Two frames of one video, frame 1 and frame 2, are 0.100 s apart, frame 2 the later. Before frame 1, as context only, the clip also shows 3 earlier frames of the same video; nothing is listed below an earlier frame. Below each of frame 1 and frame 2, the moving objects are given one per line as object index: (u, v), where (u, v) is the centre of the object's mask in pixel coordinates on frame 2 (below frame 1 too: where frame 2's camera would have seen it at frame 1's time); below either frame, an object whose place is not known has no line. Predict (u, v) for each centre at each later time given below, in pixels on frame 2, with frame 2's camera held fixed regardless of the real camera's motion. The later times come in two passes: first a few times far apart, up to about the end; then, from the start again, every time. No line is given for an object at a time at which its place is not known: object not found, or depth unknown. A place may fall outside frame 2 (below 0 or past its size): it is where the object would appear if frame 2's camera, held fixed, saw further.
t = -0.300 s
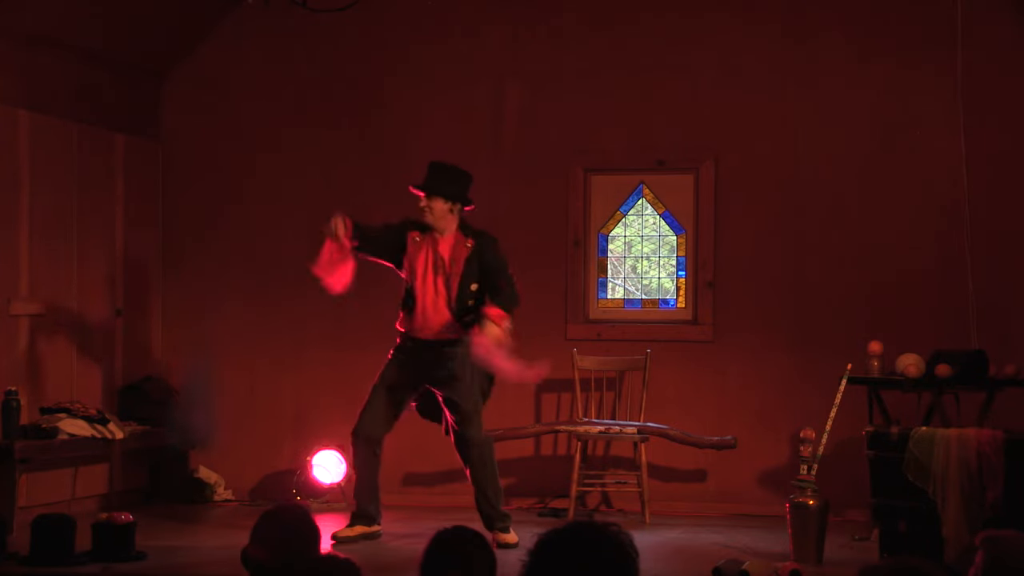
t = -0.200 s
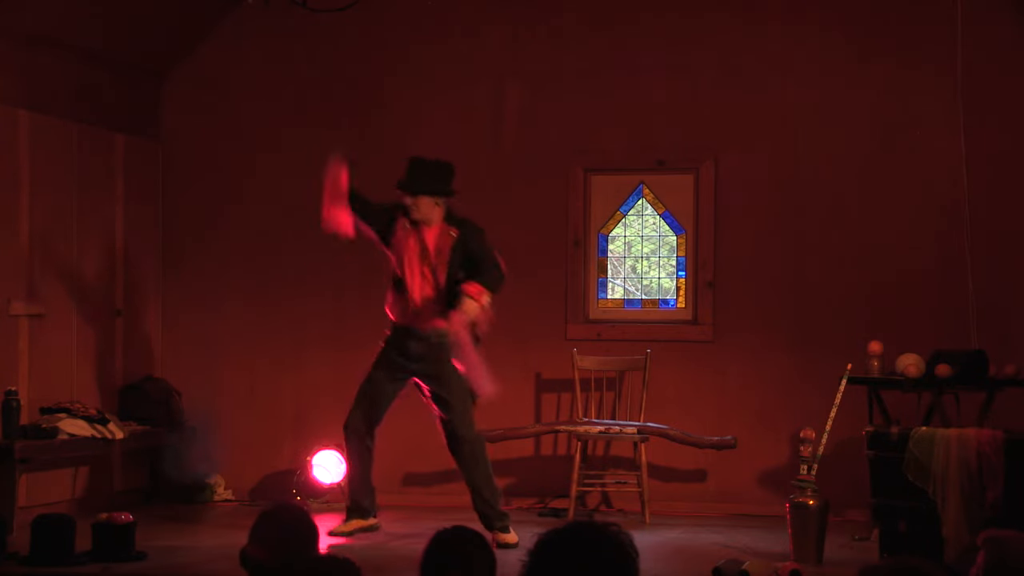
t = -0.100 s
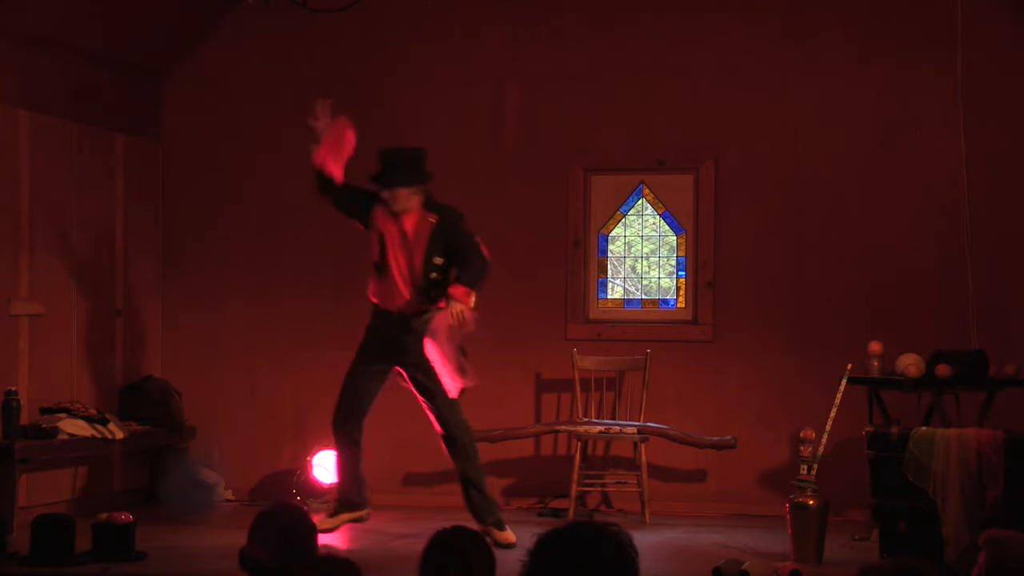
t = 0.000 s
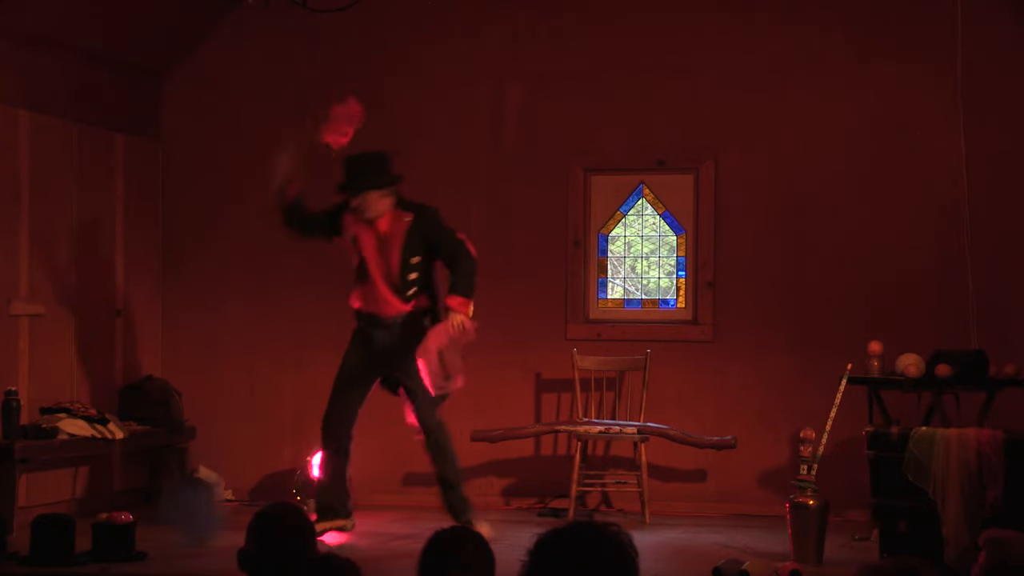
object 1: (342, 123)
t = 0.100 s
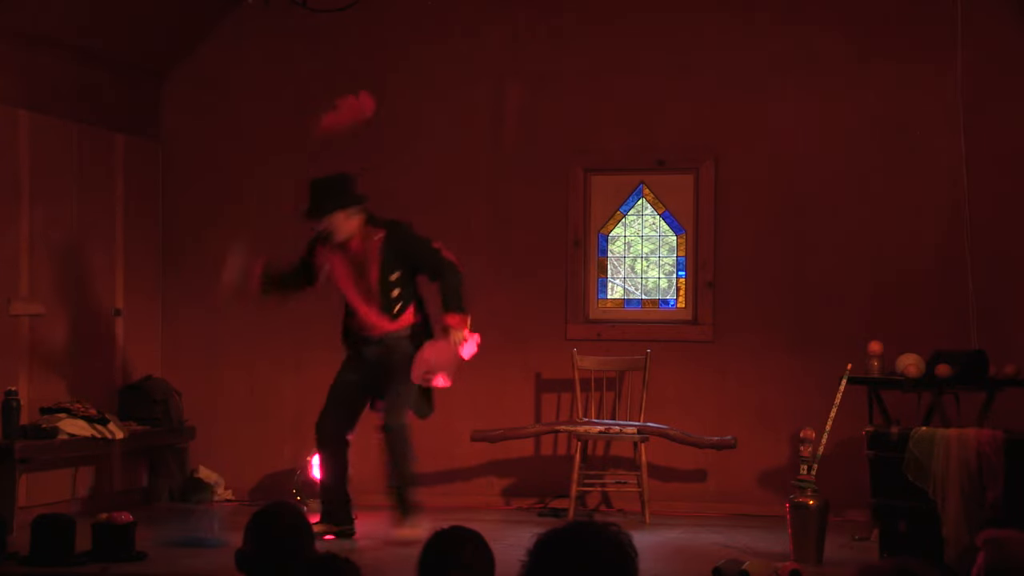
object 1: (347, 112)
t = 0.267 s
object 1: (353, 123)
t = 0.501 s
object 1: (354, 163)
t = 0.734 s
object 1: (345, 219)
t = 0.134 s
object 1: (349, 113)
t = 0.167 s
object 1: (351, 114)
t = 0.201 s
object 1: (351, 117)
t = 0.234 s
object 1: (352, 120)
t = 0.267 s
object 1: (353, 123)
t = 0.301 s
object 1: (354, 127)
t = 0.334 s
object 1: (355, 132)
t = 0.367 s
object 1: (355, 137)
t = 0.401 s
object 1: (356, 143)
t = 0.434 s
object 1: (355, 149)
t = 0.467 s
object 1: (355, 155)
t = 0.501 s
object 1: (354, 163)
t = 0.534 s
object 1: (352, 170)
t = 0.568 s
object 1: (351, 178)
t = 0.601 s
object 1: (349, 186)
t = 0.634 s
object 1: (348, 194)
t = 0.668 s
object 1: (347, 202)
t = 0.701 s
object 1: (346, 210)
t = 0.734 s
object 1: (345, 219)
